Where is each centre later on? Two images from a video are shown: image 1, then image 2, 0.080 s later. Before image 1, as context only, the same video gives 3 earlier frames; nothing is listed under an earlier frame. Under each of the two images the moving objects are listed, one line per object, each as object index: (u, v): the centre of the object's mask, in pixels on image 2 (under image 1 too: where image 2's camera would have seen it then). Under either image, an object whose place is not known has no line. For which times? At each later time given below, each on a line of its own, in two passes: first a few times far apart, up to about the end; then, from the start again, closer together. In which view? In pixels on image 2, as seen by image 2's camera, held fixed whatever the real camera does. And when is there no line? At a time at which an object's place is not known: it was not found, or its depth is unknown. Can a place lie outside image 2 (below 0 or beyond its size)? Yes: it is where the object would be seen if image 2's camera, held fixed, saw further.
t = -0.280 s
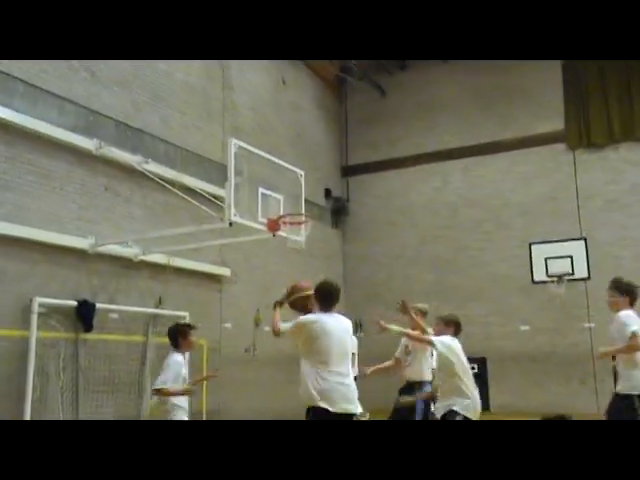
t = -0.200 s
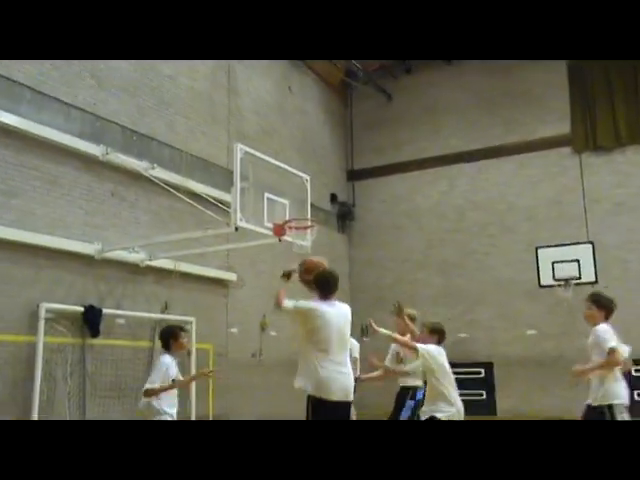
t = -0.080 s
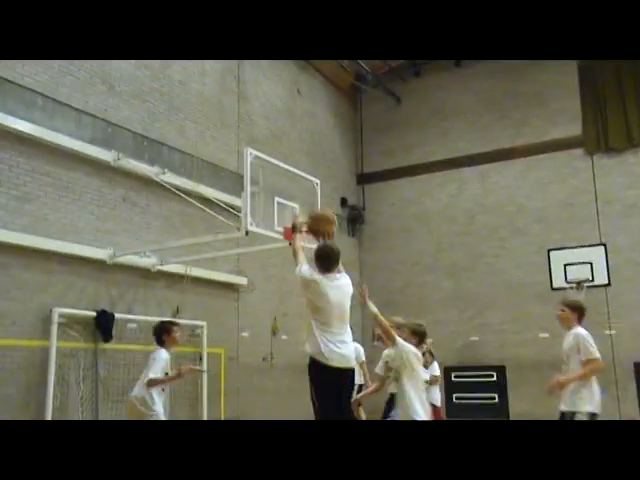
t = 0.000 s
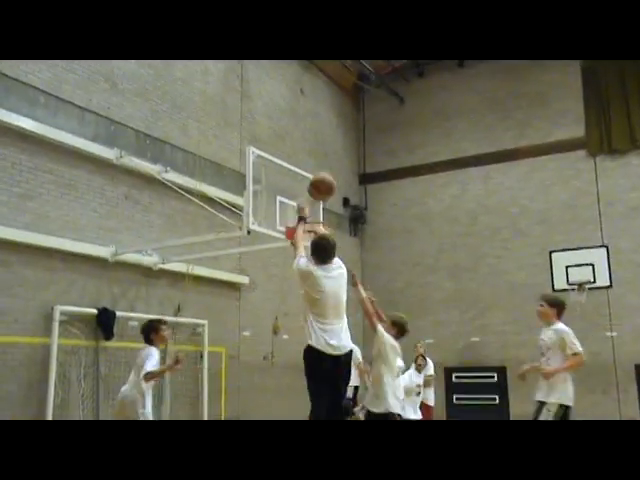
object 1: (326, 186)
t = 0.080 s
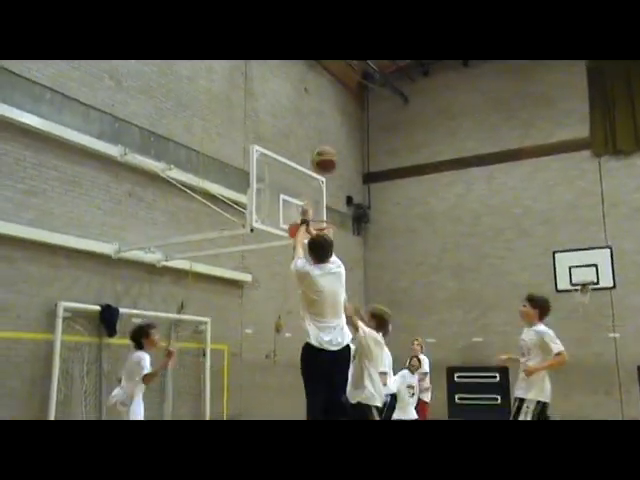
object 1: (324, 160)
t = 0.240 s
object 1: (322, 136)
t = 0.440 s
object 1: (320, 142)
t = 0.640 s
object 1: (319, 176)
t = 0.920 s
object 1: (316, 228)
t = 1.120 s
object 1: (328, 238)
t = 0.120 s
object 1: (323, 151)
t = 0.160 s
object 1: (323, 145)
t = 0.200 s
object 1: (322, 140)
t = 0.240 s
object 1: (322, 136)
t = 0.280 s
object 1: (322, 135)
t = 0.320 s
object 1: (321, 135)
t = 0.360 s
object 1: (320, 136)
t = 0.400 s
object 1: (320, 138)
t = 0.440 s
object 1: (320, 142)
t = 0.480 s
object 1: (320, 147)
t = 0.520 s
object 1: (320, 153)
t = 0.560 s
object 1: (320, 159)
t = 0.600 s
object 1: (320, 167)
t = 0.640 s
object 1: (319, 176)
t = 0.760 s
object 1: (319, 207)
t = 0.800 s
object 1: (320, 218)
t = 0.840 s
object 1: (318, 225)
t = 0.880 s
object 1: (314, 226)
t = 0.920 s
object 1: (316, 228)
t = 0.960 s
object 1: (323, 232)
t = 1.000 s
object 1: (328, 236)
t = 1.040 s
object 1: (329, 237)
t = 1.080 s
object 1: (329, 237)
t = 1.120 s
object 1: (328, 238)
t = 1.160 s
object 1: (327, 239)
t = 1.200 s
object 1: (326, 240)
